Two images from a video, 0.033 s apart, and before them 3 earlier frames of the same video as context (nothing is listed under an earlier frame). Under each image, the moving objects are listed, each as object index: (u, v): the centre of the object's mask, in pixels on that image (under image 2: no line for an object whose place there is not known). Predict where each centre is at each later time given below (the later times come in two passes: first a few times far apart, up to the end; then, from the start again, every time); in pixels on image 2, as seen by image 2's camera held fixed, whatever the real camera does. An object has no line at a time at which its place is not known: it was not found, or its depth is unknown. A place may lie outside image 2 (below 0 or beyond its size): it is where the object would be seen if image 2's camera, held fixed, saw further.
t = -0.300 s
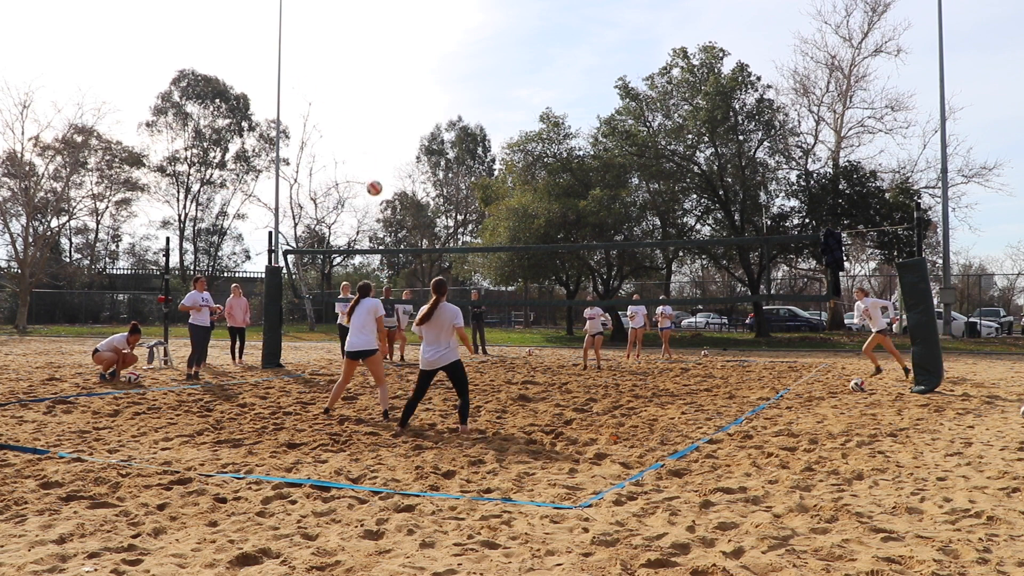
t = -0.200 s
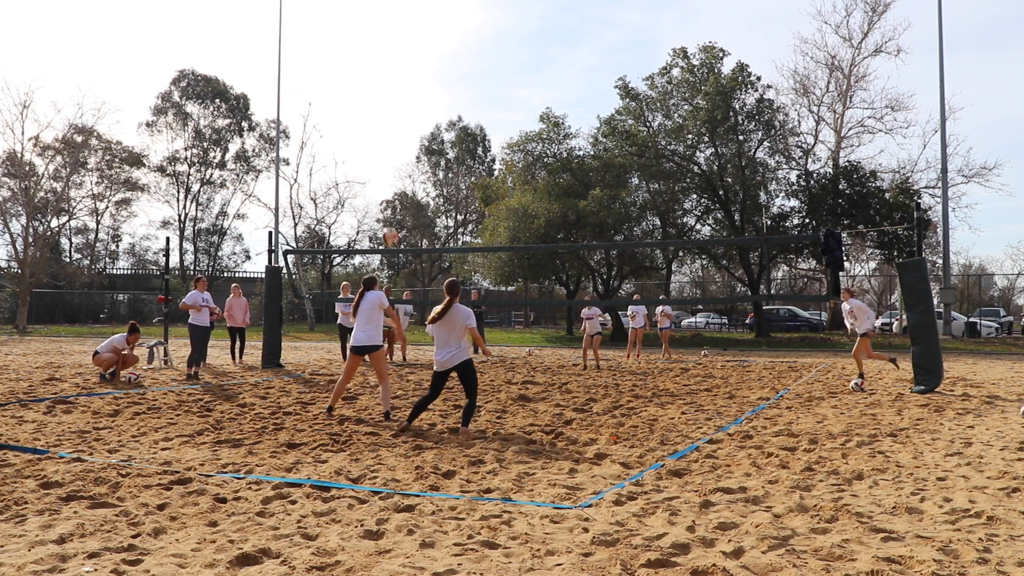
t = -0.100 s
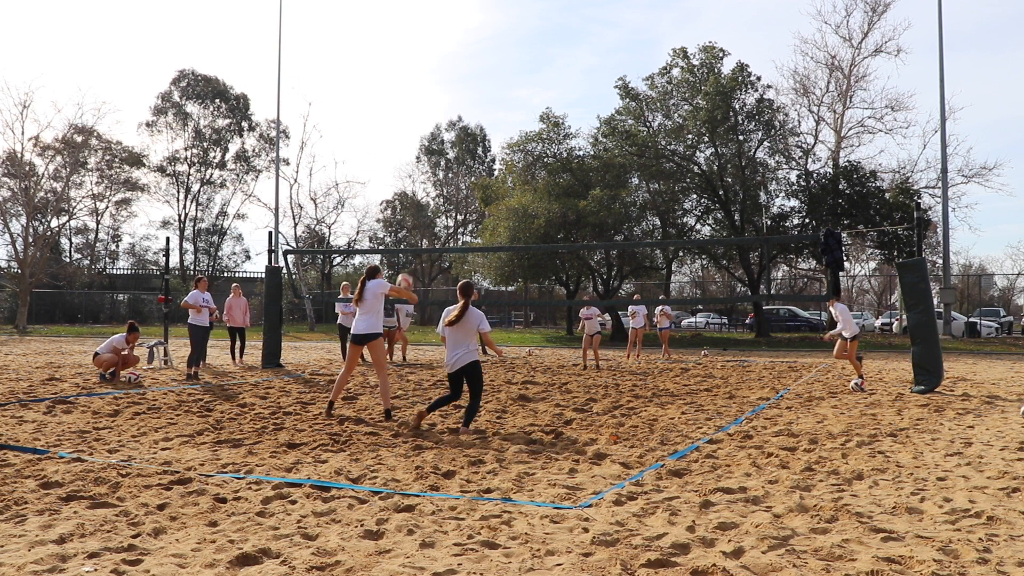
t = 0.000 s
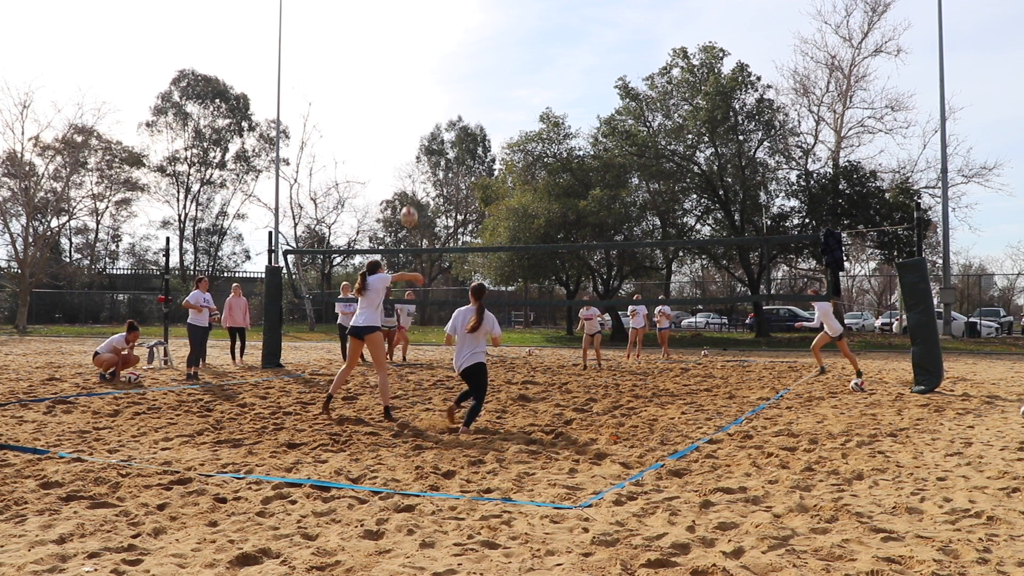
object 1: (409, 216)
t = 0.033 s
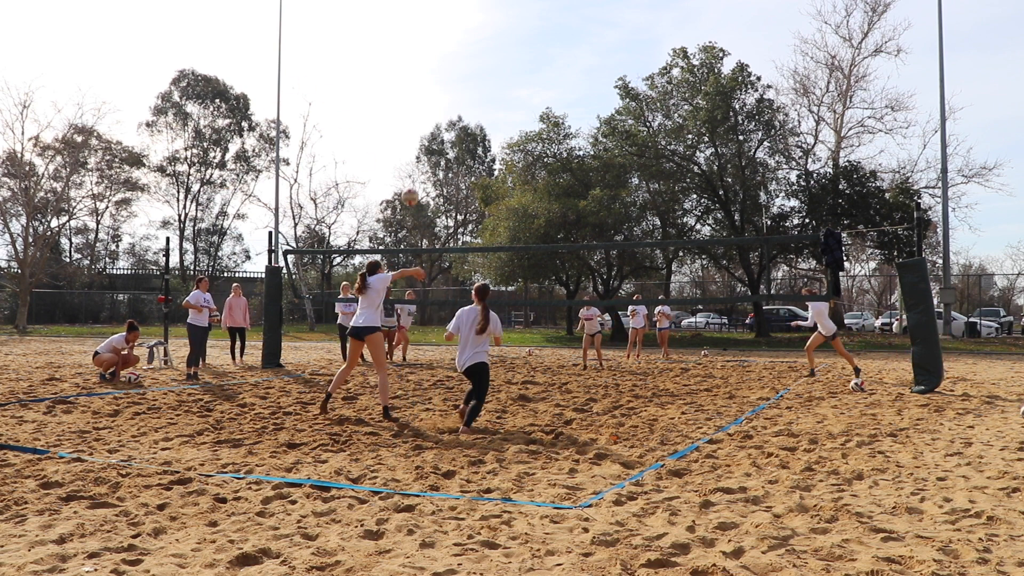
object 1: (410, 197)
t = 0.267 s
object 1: (419, 86)
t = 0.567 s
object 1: (426, 12)
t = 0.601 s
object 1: (427, 8)
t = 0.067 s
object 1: (411, 177)
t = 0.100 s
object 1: (413, 159)
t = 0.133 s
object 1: (414, 142)
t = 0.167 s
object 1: (416, 127)
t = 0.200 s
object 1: (417, 112)
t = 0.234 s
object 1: (418, 98)
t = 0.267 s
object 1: (419, 86)
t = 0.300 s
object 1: (420, 74)
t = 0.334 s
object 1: (421, 63)
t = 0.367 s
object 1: (422, 53)
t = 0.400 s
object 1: (422, 44)
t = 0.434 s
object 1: (423, 36)
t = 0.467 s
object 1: (424, 29)
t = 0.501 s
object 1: (425, 23)
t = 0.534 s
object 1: (425, 17)
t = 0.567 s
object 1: (426, 12)
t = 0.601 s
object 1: (427, 8)
